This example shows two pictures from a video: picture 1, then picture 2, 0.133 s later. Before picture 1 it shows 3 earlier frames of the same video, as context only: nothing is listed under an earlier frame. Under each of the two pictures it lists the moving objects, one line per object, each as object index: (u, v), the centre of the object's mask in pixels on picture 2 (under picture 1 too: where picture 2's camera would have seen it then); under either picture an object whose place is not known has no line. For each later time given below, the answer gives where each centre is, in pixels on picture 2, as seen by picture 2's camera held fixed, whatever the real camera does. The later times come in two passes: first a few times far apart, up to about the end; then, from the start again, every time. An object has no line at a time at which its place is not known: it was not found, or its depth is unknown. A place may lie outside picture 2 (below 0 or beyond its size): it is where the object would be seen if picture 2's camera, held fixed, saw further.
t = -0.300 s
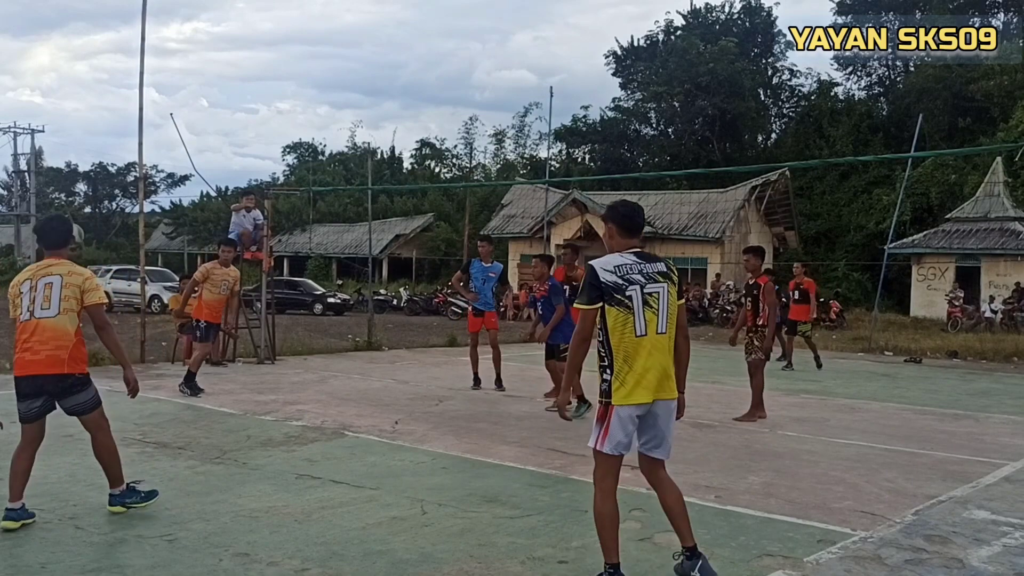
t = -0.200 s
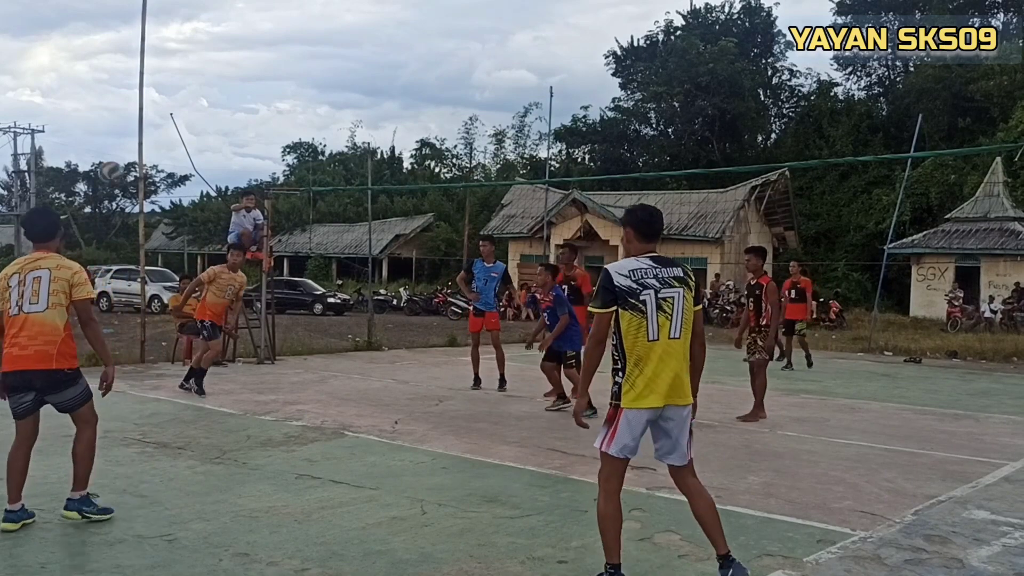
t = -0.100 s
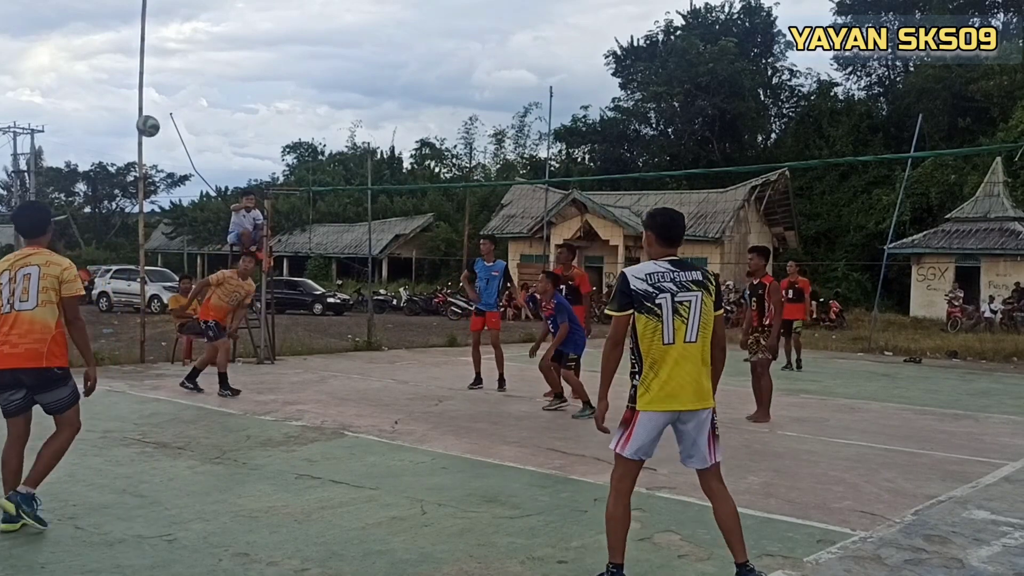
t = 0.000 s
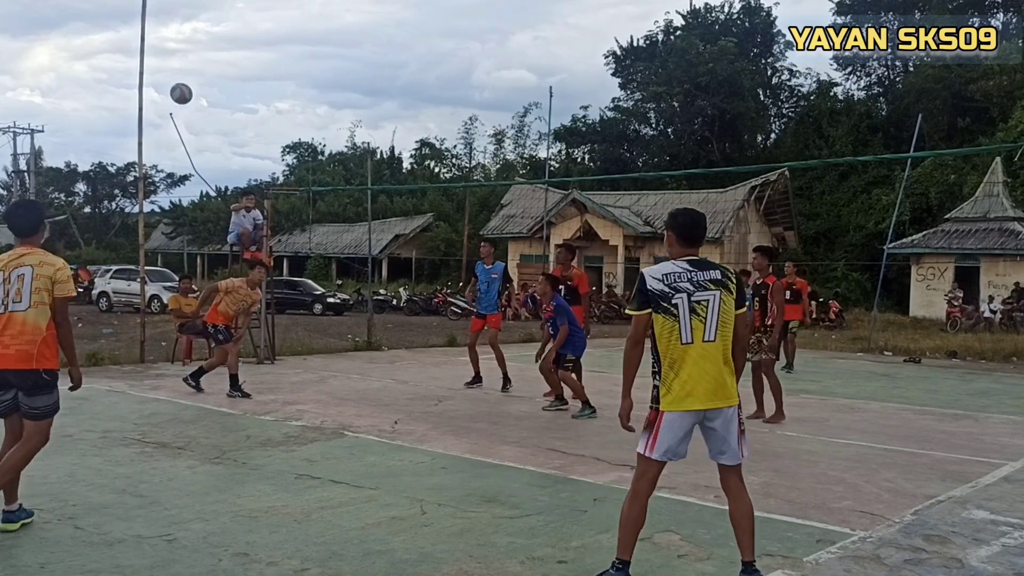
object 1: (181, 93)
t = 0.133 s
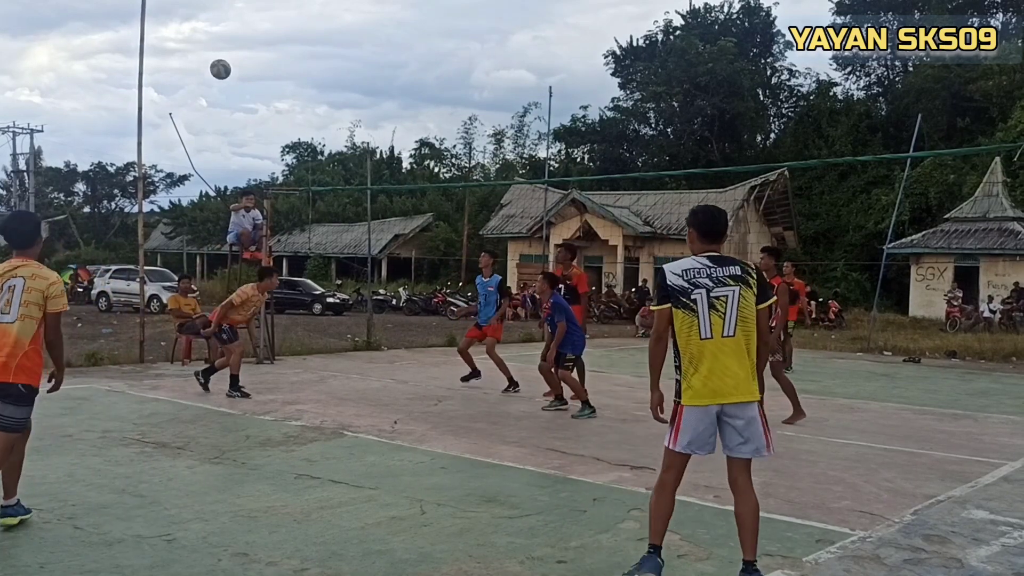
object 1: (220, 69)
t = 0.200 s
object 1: (238, 64)
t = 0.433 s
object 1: (293, 77)
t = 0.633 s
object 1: (333, 120)
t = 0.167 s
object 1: (229, 66)
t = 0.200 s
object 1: (238, 64)
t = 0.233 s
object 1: (247, 63)
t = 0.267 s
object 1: (255, 63)
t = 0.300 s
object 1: (263, 64)
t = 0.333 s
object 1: (271, 66)
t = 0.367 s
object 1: (278, 69)
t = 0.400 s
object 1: (286, 73)
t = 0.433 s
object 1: (293, 77)
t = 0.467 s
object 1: (300, 82)
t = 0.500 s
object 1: (307, 88)
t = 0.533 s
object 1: (313, 95)
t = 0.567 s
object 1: (320, 103)
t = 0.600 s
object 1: (326, 111)
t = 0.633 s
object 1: (333, 120)
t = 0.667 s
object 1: (338, 130)
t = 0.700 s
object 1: (344, 140)
